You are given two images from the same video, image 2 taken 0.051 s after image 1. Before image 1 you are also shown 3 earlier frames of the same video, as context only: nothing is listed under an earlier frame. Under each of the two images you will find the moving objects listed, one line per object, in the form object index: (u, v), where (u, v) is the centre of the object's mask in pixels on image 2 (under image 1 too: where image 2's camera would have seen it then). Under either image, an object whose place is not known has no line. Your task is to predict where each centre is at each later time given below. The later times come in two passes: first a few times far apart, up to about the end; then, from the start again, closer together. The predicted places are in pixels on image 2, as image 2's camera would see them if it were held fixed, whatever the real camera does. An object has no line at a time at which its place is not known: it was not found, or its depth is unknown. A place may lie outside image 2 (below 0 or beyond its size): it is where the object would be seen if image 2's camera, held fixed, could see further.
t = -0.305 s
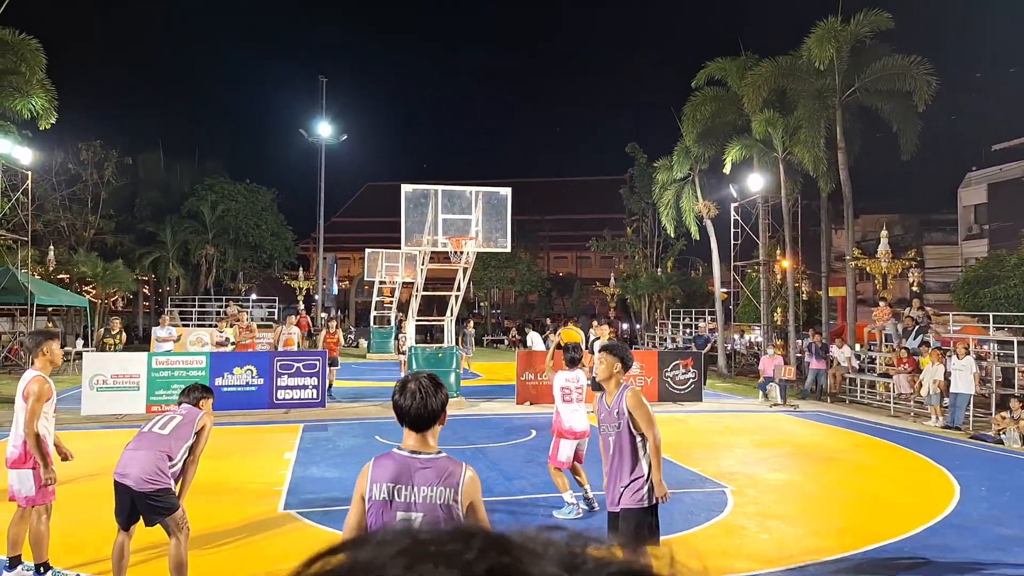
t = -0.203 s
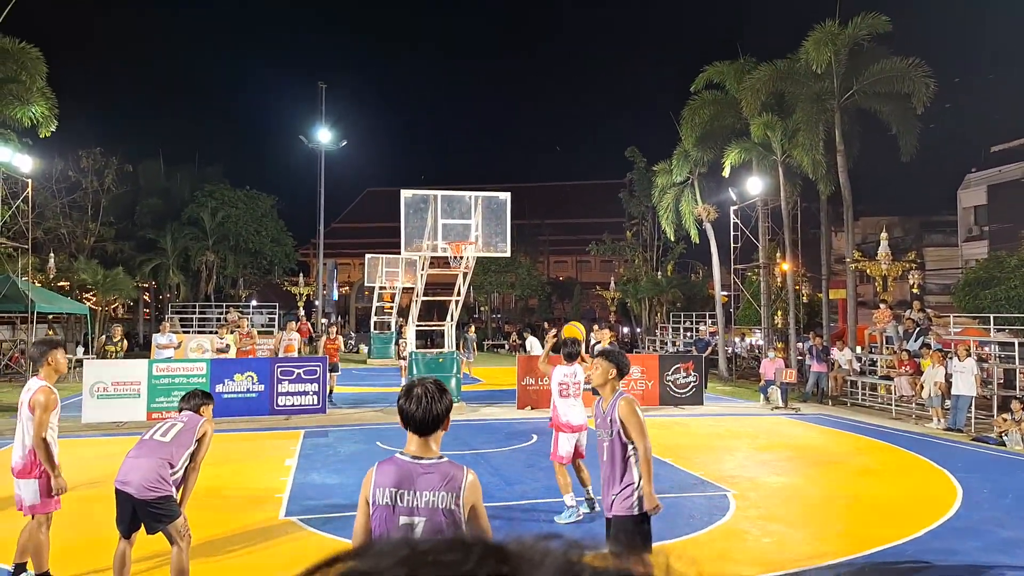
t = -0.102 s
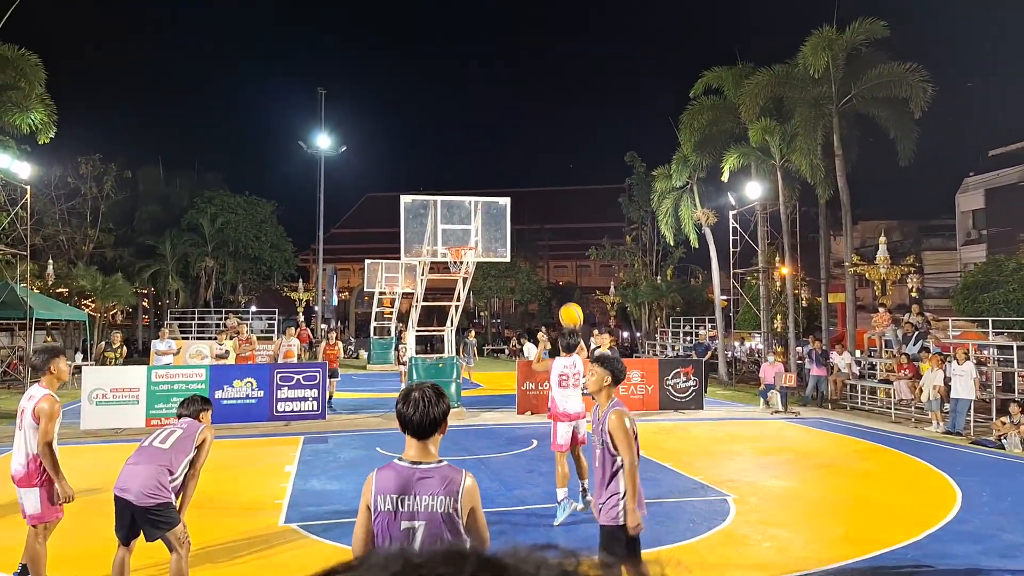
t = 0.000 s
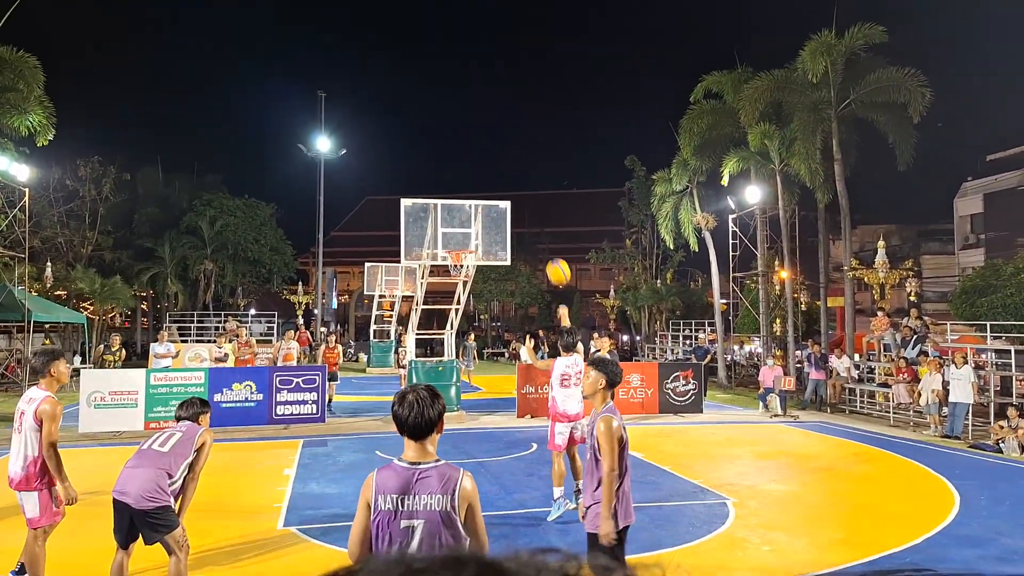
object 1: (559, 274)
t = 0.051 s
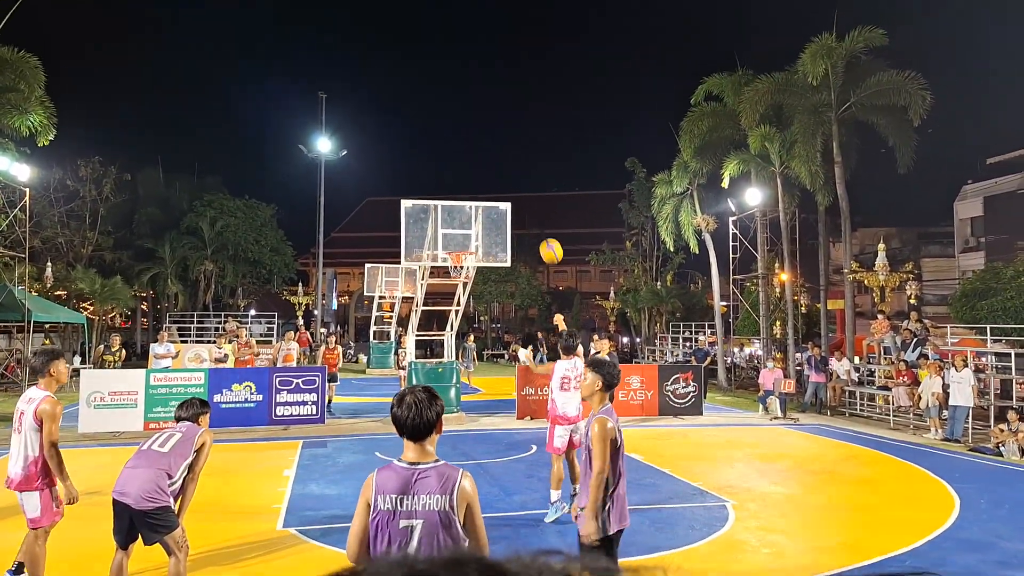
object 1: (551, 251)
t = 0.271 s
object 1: (522, 191)
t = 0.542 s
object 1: (494, 179)
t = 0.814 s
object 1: (472, 216)
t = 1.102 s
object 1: (454, 276)
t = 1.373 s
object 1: (443, 326)
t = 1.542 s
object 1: (434, 378)
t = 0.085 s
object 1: (546, 238)
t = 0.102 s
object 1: (544, 232)
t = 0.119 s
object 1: (541, 226)
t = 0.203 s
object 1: (530, 204)
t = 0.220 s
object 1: (528, 200)
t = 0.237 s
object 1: (526, 197)
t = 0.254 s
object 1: (524, 194)
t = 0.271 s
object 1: (522, 191)
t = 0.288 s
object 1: (520, 188)
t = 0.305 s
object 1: (518, 186)
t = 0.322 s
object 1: (516, 184)
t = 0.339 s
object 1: (515, 183)
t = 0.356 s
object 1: (513, 181)
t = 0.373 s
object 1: (511, 180)
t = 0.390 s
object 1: (509, 179)
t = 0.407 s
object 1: (507, 178)
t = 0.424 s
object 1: (506, 177)
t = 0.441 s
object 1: (504, 177)
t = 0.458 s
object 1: (502, 177)
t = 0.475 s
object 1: (501, 177)
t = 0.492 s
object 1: (499, 177)
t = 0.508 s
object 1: (498, 178)
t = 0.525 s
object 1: (496, 178)
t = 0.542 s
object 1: (494, 179)
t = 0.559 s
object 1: (493, 180)
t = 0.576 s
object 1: (491, 181)
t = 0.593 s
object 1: (490, 183)
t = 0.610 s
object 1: (488, 184)
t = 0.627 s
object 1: (487, 186)
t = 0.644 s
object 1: (485, 188)
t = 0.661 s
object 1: (484, 190)
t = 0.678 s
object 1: (483, 192)
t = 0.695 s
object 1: (481, 194)
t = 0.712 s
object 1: (480, 196)
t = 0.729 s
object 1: (479, 199)
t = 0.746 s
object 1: (478, 202)
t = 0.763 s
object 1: (476, 205)
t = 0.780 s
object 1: (475, 209)
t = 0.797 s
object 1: (474, 213)
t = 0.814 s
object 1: (472, 216)
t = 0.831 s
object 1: (472, 219)
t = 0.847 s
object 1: (470, 223)
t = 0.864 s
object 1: (469, 226)
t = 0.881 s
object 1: (467, 231)
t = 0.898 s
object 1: (466, 235)
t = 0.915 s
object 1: (465, 240)
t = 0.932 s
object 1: (464, 243)
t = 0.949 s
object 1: (463, 246)
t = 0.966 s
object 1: (462, 249)
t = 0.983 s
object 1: (459, 259)
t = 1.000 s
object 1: (457, 262)
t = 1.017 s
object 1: (457, 265)
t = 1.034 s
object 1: (455, 273)
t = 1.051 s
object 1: (456, 272)
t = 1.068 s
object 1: (455, 272)
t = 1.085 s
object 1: (455, 274)
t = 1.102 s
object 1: (454, 276)
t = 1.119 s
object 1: (453, 278)
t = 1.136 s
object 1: (453, 280)
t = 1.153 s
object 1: (452, 283)
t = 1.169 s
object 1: (452, 285)
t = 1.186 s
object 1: (451, 288)
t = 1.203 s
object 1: (450, 291)
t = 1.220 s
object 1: (449, 293)
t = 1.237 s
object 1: (449, 296)
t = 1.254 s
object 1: (448, 299)
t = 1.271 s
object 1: (447, 303)
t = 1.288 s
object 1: (447, 306)
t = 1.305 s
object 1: (446, 310)
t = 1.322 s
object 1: (445, 315)
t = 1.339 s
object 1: (445, 318)
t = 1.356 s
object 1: (444, 322)
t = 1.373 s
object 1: (443, 326)
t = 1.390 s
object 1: (442, 331)
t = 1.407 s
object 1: (441, 335)
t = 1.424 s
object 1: (441, 341)
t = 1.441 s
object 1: (440, 346)
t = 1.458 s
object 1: (440, 351)
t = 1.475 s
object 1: (439, 355)
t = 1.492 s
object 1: (439, 361)
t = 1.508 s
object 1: (437, 367)
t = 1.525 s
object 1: (435, 372)
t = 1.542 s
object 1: (434, 378)
